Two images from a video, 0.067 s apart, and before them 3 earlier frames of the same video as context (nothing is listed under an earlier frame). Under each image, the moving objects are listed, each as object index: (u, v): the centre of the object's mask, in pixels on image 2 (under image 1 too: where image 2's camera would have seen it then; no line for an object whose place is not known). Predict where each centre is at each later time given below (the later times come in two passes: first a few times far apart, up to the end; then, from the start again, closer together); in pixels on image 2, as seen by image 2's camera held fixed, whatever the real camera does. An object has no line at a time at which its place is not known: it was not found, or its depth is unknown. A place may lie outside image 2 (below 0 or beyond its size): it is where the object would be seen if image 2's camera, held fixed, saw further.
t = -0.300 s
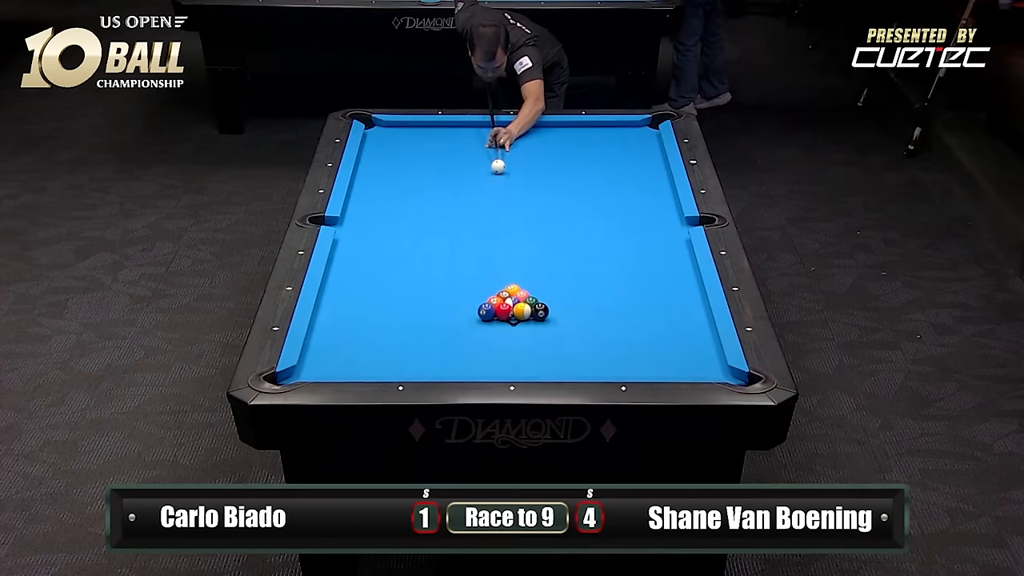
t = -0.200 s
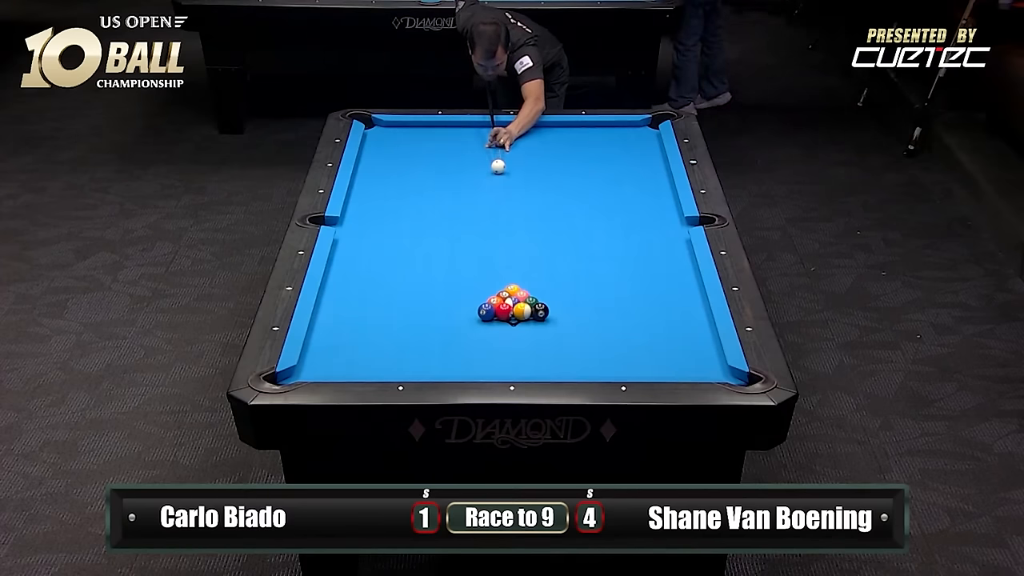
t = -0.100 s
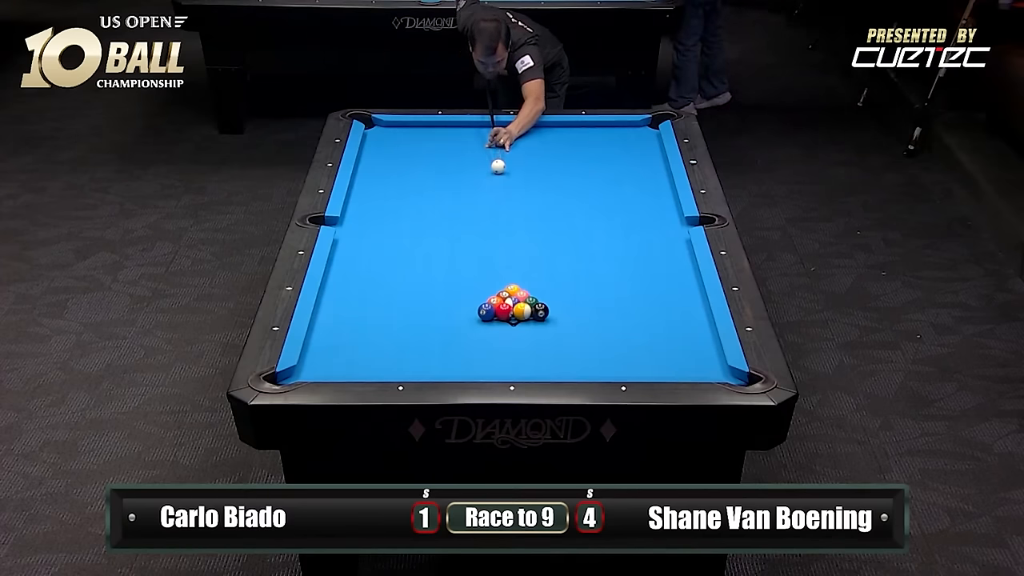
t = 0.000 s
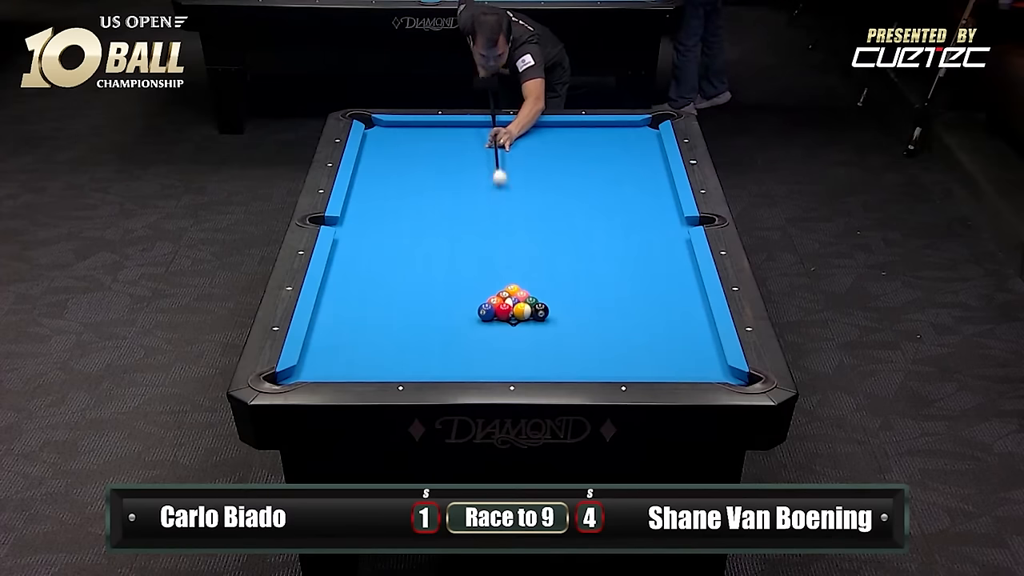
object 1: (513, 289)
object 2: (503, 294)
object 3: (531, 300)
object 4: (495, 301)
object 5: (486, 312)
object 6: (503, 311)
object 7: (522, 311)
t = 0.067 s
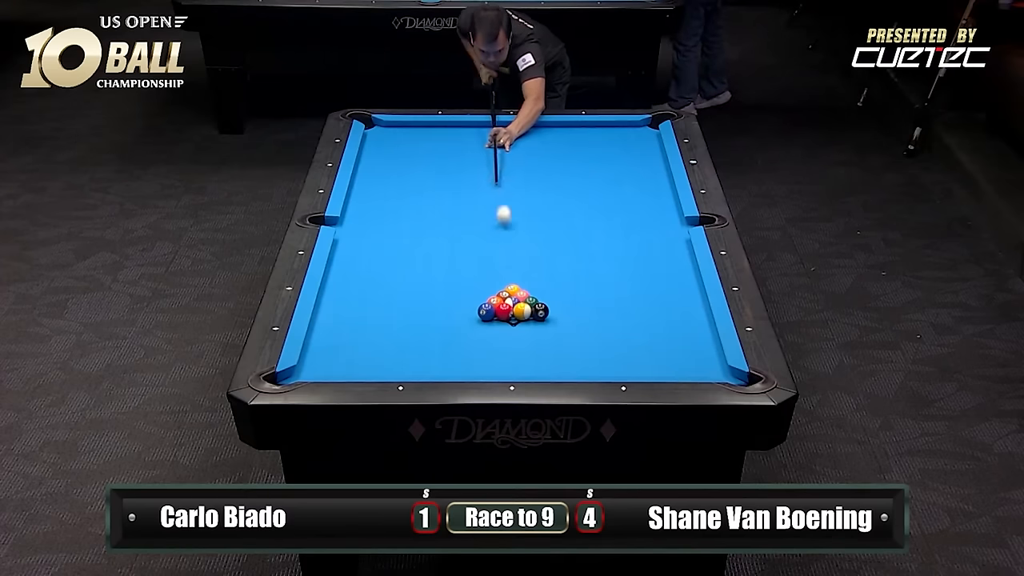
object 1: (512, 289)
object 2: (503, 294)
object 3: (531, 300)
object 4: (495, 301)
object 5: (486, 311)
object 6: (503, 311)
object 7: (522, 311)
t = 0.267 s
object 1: (513, 278)
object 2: (486, 291)
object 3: (565, 305)
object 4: (466, 305)
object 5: (399, 367)
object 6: (492, 341)
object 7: (529, 339)
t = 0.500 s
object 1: (516, 267)
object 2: (461, 278)
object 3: (616, 305)
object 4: (422, 307)
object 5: (336, 310)
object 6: (476, 361)
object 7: (540, 364)
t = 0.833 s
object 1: (519, 244)
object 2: (424, 261)
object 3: (690, 305)
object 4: (356, 311)
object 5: (377, 243)
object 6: (464, 324)
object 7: (549, 329)
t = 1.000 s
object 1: (520, 235)
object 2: (410, 254)
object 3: (688, 303)
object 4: (329, 312)
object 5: (399, 219)
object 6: (459, 310)
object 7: (552, 315)
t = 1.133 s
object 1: (521, 228)
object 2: (398, 248)
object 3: (673, 301)
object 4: (329, 311)
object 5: (417, 199)
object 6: (456, 299)
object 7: (556, 303)
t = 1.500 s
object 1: (524, 209)
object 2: (366, 233)
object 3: (634, 295)
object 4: (363, 308)
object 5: (460, 152)
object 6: (445, 269)
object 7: (563, 274)
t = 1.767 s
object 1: (533, 197)
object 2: (345, 223)
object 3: (608, 291)
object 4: (384, 305)
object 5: (482, 125)
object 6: (439, 250)
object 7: (568, 255)
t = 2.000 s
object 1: (542, 188)
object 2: (337, 224)
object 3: (585, 287)
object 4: (404, 303)
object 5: (480, 136)
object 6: (433, 234)
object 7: (573, 239)
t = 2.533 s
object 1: (557, 170)
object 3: (543, 280)
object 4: (439, 299)
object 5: (482, 155)
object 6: (422, 204)
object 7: (581, 209)
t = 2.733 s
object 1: (562, 164)
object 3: (528, 278)
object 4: (451, 298)
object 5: (483, 162)
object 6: (405, 203)
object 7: (583, 199)
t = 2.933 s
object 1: (567, 158)
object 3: (514, 276)
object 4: (461, 298)
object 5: (483, 169)
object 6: (377, 209)
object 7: (586, 189)
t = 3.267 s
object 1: (575, 148)
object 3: (493, 273)
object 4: (477, 296)
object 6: (354, 217)
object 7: (590, 174)
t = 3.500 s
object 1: (580, 143)
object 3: (480, 270)
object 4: (487, 295)
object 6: (368, 221)
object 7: (593, 164)
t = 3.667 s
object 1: (584, 139)
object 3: (471, 269)
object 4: (493, 295)
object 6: (377, 223)
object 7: (595, 158)
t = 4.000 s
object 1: (590, 131)
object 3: (455, 266)
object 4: (503, 293)
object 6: (395, 228)
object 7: (599, 145)
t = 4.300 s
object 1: (595, 125)
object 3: (443, 264)
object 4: (509, 292)
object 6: (408, 232)
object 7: (601, 136)
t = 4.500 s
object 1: (597, 123)
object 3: (436, 263)
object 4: (511, 291)
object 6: (416, 235)
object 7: (603, 130)
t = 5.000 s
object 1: (599, 127)
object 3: (421, 260)
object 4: (514, 290)
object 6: (435, 240)
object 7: (619, 128)
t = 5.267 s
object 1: (600, 129)
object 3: (414, 259)
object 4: (515, 290)
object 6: (443, 242)
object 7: (626, 128)
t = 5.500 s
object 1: (600, 131)
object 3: (410, 258)
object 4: (515, 290)
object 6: (450, 244)
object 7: (632, 128)
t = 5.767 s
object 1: (601, 132)
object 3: (407, 257)
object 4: (515, 290)
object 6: (456, 246)
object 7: (637, 127)
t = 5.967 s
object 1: (602, 133)
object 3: (405, 257)
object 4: (515, 290)
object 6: (460, 248)
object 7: (640, 127)
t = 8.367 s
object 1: (604, 134)
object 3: (403, 256)
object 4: (515, 290)
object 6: (472, 251)
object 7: (647, 128)
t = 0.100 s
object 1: (513, 289)
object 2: (503, 294)
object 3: (531, 300)
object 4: (495, 301)
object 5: (486, 311)
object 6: (503, 311)
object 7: (522, 311)
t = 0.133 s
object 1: (512, 289)
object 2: (503, 294)
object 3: (531, 300)
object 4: (495, 301)
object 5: (486, 311)
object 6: (503, 311)
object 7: (522, 311)
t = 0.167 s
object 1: (512, 286)
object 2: (500, 296)
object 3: (538, 305)
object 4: (488, 304)
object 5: (469, 322)
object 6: (501, 317)
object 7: (523, 317)
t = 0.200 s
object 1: (513, 280)
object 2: (495, 295)
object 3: (548, 304)
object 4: (480, 305)
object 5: (447, 337)
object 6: (498, 325)
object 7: (525, 325)
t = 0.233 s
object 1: (513, 277)
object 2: (490, 293)
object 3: (556, 305)
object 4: (473, 305)
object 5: (423, 353)
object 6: (495, 333)
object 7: (527, 332)
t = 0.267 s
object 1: (513, 278)
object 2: (486, 291)
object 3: (565, 305)
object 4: (466, 305)
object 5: (399, 367)
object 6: (492, 341)
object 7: (529, 339)
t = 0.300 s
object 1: (513, 281)
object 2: (483, 289)
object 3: (572, 305)
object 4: (460, 305)
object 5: (385, 366)
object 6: (489, 349)
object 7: (531, 346)
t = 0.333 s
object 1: (514, 276)
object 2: (479, 287)
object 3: (579, 305)
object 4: (453, 306)
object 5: (375, 357)
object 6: (486, 356)
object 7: (533, 353)
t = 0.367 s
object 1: (514, 274)
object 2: (473, 284)
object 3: (590, 304)
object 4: (444, 306)
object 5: (362, 341)
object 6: (481, 366)
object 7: (535, 363)
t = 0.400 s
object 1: (515, 272)
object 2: (470, 283)
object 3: (598, 304)
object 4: (437, 306)
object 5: (354, 332)
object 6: (479, 370)
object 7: (537, 368)
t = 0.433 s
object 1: (515, 270)
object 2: (466, 281)
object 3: (605, 305)
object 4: (431, 307)
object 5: (346, 322)
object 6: (477, 367)
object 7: (538, 370)
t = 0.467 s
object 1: (515, 269)
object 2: (464, 280)
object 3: (609, 305)
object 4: (428, 307)
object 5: (343, 318)
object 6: (477, 365)
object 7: (539, 368)
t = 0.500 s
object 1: (516, 267)
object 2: (461, 278)
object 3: (616, 305)
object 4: (422, 307)
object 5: (336, 310)
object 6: (476, 361)
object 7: (540, 364)
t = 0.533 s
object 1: (516, 265)
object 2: (457, 277)
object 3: (623, 304)
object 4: (415, 308)
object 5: (329, 302)
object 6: (475, 357)
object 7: (541, 361)
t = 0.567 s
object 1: (516, 262)
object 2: (453, 275)
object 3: (630, 304)
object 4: (409, 308)
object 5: (326, 295)
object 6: (474, 353)
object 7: (542, 357)
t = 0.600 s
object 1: (516, 260)
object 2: (450, 273)
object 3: (637, 305)
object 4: (403, 308)
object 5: (334, 288)
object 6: (473, 349)
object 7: (542, 353)
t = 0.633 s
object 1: (517, 258)
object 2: (446, 272)
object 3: (644, 305)
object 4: (396, 309)
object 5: (341, 281)
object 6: (471, 346)
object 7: (543, 350)
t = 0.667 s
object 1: (517, 256)
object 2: (443, 270)
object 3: (652, 305)
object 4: (390, 309)
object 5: (347, 275)
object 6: (470, 342)
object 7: (544, 347)
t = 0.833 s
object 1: (519, 244)
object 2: (424, 261)
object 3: (690, 305)
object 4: (356, 311)
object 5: (377, 243)
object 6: (464, 324)
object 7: (549, 329)
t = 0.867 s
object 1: (519, 243)
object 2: (423, 261)
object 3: (694, 305)
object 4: (353, 311)
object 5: (380, 240)
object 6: (464, 323)
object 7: (549, 327)
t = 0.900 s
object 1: (519, 241)
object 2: (420, 259)
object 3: (700, 305)
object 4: (347, 311)
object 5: (385, 234)
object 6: (463, 320)
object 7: (550, 324)
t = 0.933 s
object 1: (519, 239)
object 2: (416, 257)
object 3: (697, 304)
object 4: (341, 311)
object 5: (389, 229)
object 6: (461, 317)
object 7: (551, 321)
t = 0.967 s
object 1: (520, 237)
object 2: (413, 256)
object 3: (692, 304)
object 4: (335, 312)
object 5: (394, 224)
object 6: (460, 313)
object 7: (552, 318)
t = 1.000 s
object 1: (520, 235)
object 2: (410, 254)
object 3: (688, 303)
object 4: (329, 312)
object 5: (399, 219)
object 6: (459, 310)
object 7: (552, 315)
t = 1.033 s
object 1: (520, 234)
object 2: (407, 253)
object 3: (684, 303)
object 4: (323, 312)
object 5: (404, 214)
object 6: (458, 308)
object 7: (553, 312)
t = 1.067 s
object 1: (520, 232)
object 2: (404, 251)
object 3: (680, 302)
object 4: (322, 312)
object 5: (408, 209)
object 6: (457, 305)
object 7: (554, 309)
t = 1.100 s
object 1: (521, 230)
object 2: (401, 250)
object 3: (677, 301)
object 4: (326, 312)
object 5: (413, 204)
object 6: (456, 302)
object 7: (555, 306)
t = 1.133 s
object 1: (521, 228)
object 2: (398, 248)
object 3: (673, 301)
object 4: (329, 311)
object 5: (417, 199)
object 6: (456, 299)
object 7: (556, 303)
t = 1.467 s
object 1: (524, 210)
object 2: (369, 234)
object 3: (637, 295)
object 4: (360, 308)
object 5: (457, 156)
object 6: (446, 272)
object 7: (562, 277)
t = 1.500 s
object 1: (524, 209)
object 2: (366, 233)
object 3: (634, 295)
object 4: (363, 308)
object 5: (460, 152)
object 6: (445, 269)
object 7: (563, 274)
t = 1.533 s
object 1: (525, 207)
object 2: (363, 232)
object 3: (630, 294)
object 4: (366, 308)
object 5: (464, 148)
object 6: (445, 267)
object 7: (564, 272)
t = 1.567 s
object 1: (527, 205)
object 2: (359, 230)
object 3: (625, 294)
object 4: (370, 307)
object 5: (469, 142)
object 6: (443, 263)
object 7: (565, 268)
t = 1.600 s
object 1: (528, 203)
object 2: (357, 228)
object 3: (622, 293)
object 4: (372, 307)
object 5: (472, 138)
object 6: (443, 261)
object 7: (566, 266)
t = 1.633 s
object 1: (529, 202)
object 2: (354, 227)
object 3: (619, 292)
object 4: (375, 306)
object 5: (476, 135)
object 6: (442, 259)
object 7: (566, 264)
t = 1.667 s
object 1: (530, 201)
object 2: (353, 226)
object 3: (617, 292)
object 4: (377, 306)
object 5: (477, 133)
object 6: (441, 257)
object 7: (567, 262)
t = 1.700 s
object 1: (531, 200)
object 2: (350, 226)
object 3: (614, 292)
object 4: (379, 306)
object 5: (481, 129)
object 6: (440, 255)
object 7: (567, 260)
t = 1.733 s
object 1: (532, 199)
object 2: (347, 224)
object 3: (611, 291)
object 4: (382, 306)
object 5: (484, 126)
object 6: (439, 252)
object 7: (568, 257)
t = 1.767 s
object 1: (533, 197)
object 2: (345, 223)
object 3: (608, 291)
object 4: (384, 305)
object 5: (482, 125)
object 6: (439, 250)
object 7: (568, 255)
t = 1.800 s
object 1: (534, 196)
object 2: (342, 222)
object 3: (604, 290)
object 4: (387, 305)
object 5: (481, 127)
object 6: (438, 248)
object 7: (569, 253)
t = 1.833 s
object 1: (535, 194)
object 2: (340, 221)
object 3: (602, 290)
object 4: (390, 305)
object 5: (481, 129)
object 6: (437, 246)
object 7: (570, 251)
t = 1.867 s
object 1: (537, 193)
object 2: (340, 222)
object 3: (598, 289)
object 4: (393, 304)
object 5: (480, 130)
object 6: (436, 244)
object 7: (570, 249)
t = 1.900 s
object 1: (538, 192)
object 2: (339, 222)
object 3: (595, 289)
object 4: (395, 304)
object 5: (479, 131)
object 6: (436, 242)
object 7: (571, 246)
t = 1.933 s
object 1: (539, 191)
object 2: (339, 223)
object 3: (592, 288)
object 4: (398, 304)
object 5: (479, 133)
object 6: (435, 239)
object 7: (571, 244)
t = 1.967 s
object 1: (540, 189)
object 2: (338, 223)
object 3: (588, 288)
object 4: (402, 304)
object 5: (479, 134)
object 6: (434, 236)
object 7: (572, 241)
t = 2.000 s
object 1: (542, 188)
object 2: (337, 224)
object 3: (585, 287)
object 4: (404, 303)
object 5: (480, 136)
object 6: (433, 234)
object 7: (573, 239)
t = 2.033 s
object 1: (543, 186)
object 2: (337, 224)
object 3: (582, 287)
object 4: (406, 303)
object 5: (480, 137)
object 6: (432, 232)
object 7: (573, 237)
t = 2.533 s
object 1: (557, 170)
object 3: (543, 280)
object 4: (439, 299)
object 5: (482, 155)
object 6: (422, 204)
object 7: (581, 209)
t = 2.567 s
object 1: (558, 169)
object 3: (540, 280)
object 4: (441, 299)
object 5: (482, 156)
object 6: (422, 202)
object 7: (581, 207)
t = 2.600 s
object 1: (559, 168)
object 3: (538, 280)
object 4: (443, 299)
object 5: (482, 157)
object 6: (421, 200)
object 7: (582, 206)
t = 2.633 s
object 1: (560, 167)
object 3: (535, 279)
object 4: (444, 299)
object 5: (482, 159)
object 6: (420, 199)
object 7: (582, 204)
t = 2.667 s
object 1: (560, 165)
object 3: (533, 279)
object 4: (447, 299)
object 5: (482, 160)
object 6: (416, 199)
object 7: (583, 202)
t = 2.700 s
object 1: (561, 165)
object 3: (531, 279)
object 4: (448, 299)
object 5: (483, 161)
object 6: (411, 201)
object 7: (583, 200)
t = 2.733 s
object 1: (562, 164)
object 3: (528, 278)
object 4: (451, 298)
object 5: (483, 162)
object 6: (405, 203)
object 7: (583, 199)
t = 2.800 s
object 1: (564, 161)
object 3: (522, 277)
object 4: (455, 298)
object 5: (483, 165)
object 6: (393, 206)
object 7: (585, 195)
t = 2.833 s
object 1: (565, 160)
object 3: (520, 277)
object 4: (457, 298)
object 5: (483, 166)
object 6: (388, 207)
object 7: (585, 193)
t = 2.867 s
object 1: (565, 159)
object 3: (519, 276)
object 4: (458, 298)
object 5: (483, 166)
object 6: (385, 208)
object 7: (585, 192)
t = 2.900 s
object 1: (566, 158)
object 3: (517, 276)
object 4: (460, 298)
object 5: (483, 168)
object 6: (381, 209)
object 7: (586, 191)
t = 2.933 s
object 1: (567, 158)
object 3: (514, 276)
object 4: (461, 298)
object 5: (483, 169)
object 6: (377, 209)
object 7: (586, 189)
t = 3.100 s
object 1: (571, 153)
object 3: (503, 274)
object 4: (470, 297)
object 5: (484, 174)
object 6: (356, 214)
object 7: (588, 181)
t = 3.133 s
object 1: (572, 152)
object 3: (501, 274)
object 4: (471, 296)
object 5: (484, 175)
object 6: (352, 214)
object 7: (589, 180)
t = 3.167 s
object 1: (573, 151)
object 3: (498, 274)
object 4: (473, 296)
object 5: (484, 177)
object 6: (349, 215)
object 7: (589, 178)
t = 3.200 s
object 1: (574, 150)
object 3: (496, 273)
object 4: (475, 296)
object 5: (485, 178)
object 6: (351, 216)
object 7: (590, 176)
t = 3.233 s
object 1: (575, 149)
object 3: (494, 273)
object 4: (476, 296)
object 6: (353, 217)
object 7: (590, 175)
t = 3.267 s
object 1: (575, 148)
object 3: (493, 273)
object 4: (477, 296)
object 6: (354, 217)
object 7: (590, 174)
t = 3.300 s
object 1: (576, 147)
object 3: (491, 272)
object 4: (479, 296)
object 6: (356, 217)
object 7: (590, 173)
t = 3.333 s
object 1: (576, 147)
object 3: (490, 272)
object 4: (480, 296)
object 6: (358, 218)
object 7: (591, 171)
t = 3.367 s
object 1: (577, 146)
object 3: (488, 271)
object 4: (481, 296)
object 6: (360, 219)
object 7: (591, 169)
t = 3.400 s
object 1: (578, 145)
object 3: (486, 271)
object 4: (483, 296)
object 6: (362, 219)
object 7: (592, 168)
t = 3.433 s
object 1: (579, 144)
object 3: (484, 271)
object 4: (484, 295)
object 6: (364, 220)
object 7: (592, 167)
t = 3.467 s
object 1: (579, 144)
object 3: (482, 271)
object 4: (485, 295)
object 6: (366, 220)
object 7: (593, 166)
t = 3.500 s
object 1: (580, 143)
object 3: (480, 270)
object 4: (487, 295)
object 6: (368, 221)
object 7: (593, 164)
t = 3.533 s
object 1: (581, 142)
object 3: (479, 270)
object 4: (488, 295)
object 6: (370, 221)
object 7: (594, 163)
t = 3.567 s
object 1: (582, 141)
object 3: (476, 270)
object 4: (490, 295)
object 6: (372, 222)
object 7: (594, 161)
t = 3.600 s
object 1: (583, 140)
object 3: (474, 269)
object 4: (491, 295)
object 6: (374, 222)
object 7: (594, 160)
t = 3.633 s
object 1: (583, 139)
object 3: (472, 269)
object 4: (492, 295)
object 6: (376, 223)
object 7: (595, 158)
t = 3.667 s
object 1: (584, 139)
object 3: (471, 269)
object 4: (493, 295)
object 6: (377, 223)
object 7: (595, 158)
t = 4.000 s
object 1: (590, 131)
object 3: (455, 266)
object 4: (503, 293)
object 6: (395, 228)
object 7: (599, 145)
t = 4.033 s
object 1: (591, 130)
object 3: (453, 266)
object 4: (504, 293)
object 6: (396, 229)
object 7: (599, 144)
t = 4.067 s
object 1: (591, 130)
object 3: (453, 266)
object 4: (505, 293)
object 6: (397, 229)
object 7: (599, 144)
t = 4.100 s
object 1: (592, 129)
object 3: (451, 266)
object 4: (506, 293)
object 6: (399, 229)
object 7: (599, 142)
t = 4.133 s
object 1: (593, 129)
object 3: (450, 265)
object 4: (506, 293)
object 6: (400, 230)
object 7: (600, 141)
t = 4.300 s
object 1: (595, 125)
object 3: (443, 264)
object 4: (509, 292)
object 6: (408, 232)
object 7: (601, 136)
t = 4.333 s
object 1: (596, 125)
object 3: (442, 264)
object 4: (510, 292)
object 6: (409, 232)
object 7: (602, 135)
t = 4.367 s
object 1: (596, 123)
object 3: (440, 264)
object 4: (510, 292)
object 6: (412, 233)
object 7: (602, 133)
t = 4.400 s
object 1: (597, 123)
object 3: (439, 264)
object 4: (511, 292)
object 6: (413, 233)
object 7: (602, 133)
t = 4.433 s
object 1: (597, 123)
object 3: (438, 263)
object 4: (511, 292)
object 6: (414, 234)
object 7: (603, 132)
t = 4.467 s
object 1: (597, 123)
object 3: (437, 263)
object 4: (511, 292)
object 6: (415, 234)
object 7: (603, 131)
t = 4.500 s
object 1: (597, 123)
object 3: (436, 263)
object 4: (511, 291)
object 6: (416, 235)
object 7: (603, 130)
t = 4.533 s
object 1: (597, 122)
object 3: (435, 263)
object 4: (512, 291)
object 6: (418, 235)
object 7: (604, 129)
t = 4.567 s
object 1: (597, 123)
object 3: (434, 263)
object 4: (512, 291)
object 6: (419, 235)
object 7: (605, 129)
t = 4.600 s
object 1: (597, 123)
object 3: (432, 262)
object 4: (513, 291)
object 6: (420, 236)
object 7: (606, 129)
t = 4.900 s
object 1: (599, 126)
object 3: (423, 261)
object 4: (514, 290)
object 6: (432, 239)
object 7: (616, 128)
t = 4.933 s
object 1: (599, 127)
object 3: (422, 260)
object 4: (514, 290)
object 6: (433, 239)
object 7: (617, 128)
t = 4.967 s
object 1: (599, 127)
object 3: (422, 260)
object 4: (514, 290)
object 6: (434, 239)
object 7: (618, 128)
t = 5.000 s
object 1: (599, 127)
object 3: (421, 260)
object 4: (514, 290)
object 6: (435, 240)
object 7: (619, 128)
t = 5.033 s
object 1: (599, 128)
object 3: (420, 260)
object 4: (514, 290)
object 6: (436, 240)
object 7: (620, 128)
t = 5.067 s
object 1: (599, 128)
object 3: (419, 260)
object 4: (514, 290)
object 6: (437, 241)
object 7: (621, 128)
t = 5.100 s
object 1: (599, 128)
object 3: (418, 260)
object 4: (515, 290)
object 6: (438, 241)
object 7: (621, 128)
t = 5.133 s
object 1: (600, 128)
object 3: (417, 260)
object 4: (515, 290)
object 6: (439, 241)
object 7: (622, 128)
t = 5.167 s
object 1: (600, 129)
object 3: (416, 259)
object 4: (515, 290)
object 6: (441, 242)
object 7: (624, 128)
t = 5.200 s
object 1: (600, 129)
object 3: (416, 259)
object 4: (515, 290)
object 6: (442, 242)
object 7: (625, 128)
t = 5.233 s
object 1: (600, 129)
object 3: (415, 259)
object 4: (515, 290)
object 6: (443, 242)
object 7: (626, 128)
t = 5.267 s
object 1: (600, 129)
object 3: (414, 259)
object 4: (515, 290)
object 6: (443, 242)
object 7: (626, 128)
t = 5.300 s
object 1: (600, 130)
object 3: (414, 259)
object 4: (515, 290)
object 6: (444, 243)
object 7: (627, 128)
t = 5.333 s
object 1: (600, 130)
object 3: (413, 259)
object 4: (515, 290)
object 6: (445, 243)
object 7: (628, 128)
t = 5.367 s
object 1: (600, 130)
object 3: (413, 258)
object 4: (515, 290)
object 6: (446, 243)
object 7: (629, 127)
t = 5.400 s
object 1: (600, 130)
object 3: (412, 258)
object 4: (515, 290)
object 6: (447, 243)
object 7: (629, 127)
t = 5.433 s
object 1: (600, 130)
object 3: (411, 258)
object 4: (515, 290)
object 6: (448, 244)
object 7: (630, 128)
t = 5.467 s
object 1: (600, 131)
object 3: (411, 258)
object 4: (515, 290)
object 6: (449, 244)
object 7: (631, 128)
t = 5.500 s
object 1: (600, 131)
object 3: (410, 258)
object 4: (515, 290)
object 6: (450, 244)
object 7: (632, 128)
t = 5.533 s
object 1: (600, 131)
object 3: (410, 258)
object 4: (515, 290)
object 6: (450, 245)
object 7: (632, 128)
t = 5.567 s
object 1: (600, 131)
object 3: (409, 258)
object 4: (515, 290)
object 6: (452, 245)
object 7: (633, 128)
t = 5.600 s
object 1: (600, 131)
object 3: (409, 258)
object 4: (515, 290)
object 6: (453, 245)
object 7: (634, 128)
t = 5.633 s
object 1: (600, 132)
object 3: (408, 257)
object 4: (515, 290)
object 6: (453, 245)
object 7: (635, 128)
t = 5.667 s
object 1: (600, 132)
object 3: (408, 257)
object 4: (515, 290)
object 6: (454, 246)
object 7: (635, 128)
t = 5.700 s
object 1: (601, 132)
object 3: (407, 257)
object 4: (515, 290)
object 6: (454, 246)
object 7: (636, 128)
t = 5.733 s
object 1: (600, 132)
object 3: (407, 257)
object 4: (515, 290)
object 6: (455, 246)
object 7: (636, 128)
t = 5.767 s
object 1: (601, 132)
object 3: (407, 257)
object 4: (515, 290)
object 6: (456, 246)
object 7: (637, 127)
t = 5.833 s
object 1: (601, 132)
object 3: (406, 257)
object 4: (515, 290)
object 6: (457, 247)
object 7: (638, 128)
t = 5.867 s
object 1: (601, 133)
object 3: (406, 257)
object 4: (515, 290)
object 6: (458, 247)
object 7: (638, 128)
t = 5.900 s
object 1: (601, 133)
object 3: (405, 257)
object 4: (515, 290)
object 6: (458, 247)
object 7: (639, 128)
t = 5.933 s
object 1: (601, 133)
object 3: (405, 257)
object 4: (515, 290)
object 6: (459, 247)
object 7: (639, 128)
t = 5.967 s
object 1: (602, 133)
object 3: (405, 257)
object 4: (515, 290)
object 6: (460, 248)
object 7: (640, 127)
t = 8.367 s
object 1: (604, 134)
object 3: (403, 256)
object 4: (515, 290)
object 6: (472, 251)
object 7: (647, 128)
